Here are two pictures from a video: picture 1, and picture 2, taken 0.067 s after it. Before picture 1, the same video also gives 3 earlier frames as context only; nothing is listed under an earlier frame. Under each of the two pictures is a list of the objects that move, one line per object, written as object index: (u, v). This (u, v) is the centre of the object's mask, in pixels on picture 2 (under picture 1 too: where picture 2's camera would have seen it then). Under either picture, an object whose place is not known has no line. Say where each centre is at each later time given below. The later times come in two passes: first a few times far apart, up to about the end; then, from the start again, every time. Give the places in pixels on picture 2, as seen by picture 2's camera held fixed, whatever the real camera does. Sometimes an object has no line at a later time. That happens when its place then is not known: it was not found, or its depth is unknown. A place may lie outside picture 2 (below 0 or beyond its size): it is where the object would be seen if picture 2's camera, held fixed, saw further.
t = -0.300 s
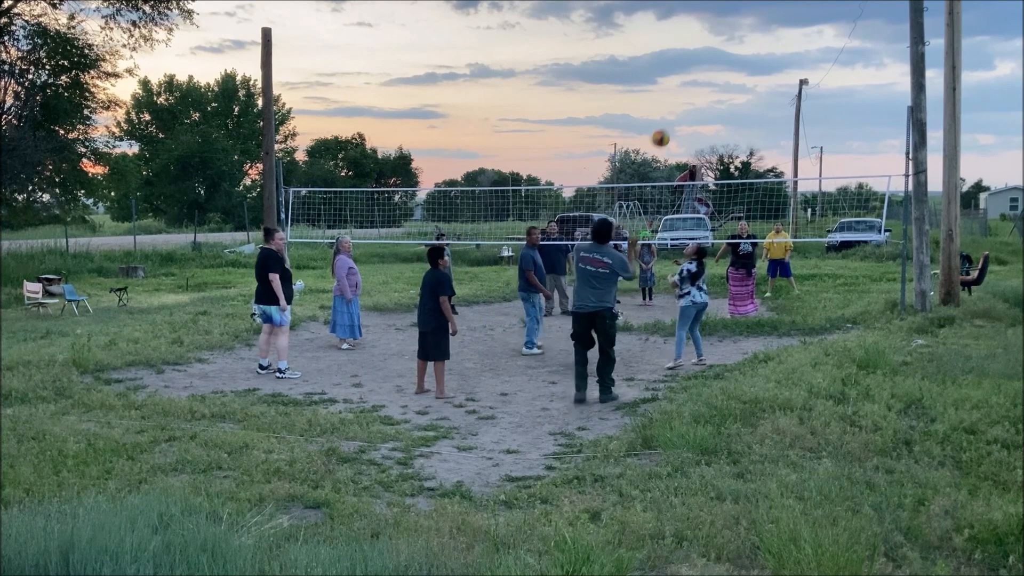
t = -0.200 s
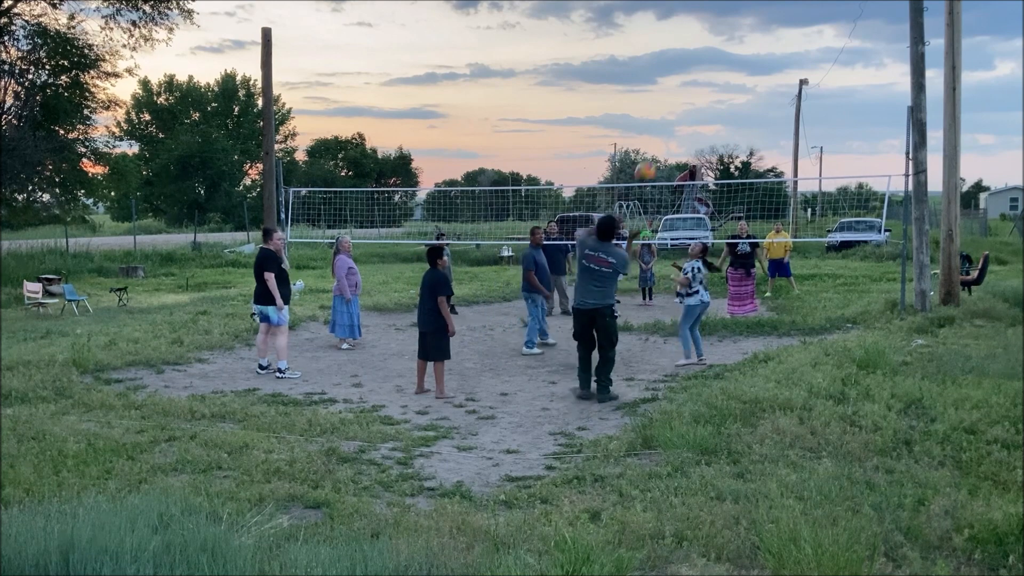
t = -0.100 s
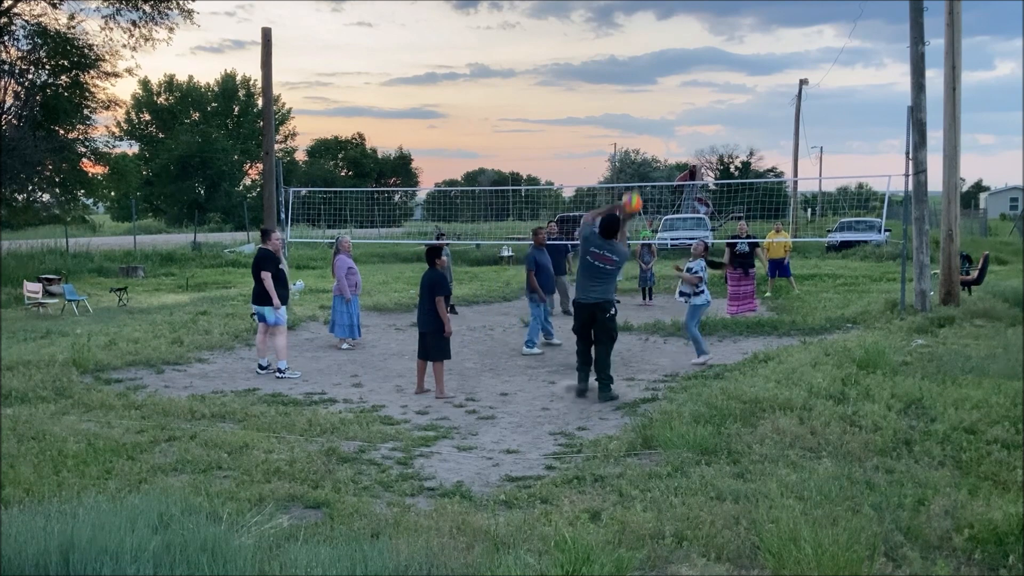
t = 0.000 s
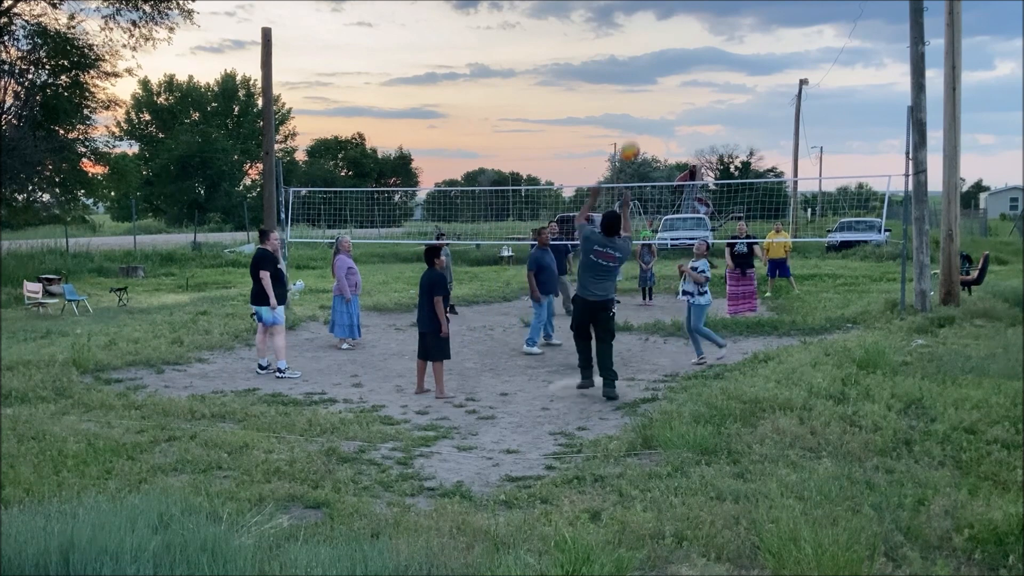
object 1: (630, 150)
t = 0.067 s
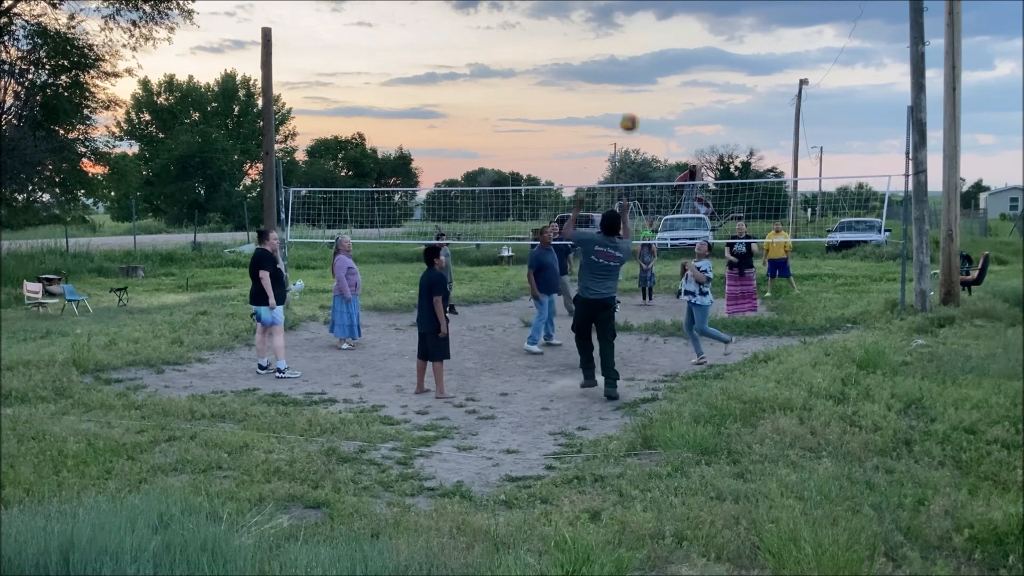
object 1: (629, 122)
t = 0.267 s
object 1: (627, 69)
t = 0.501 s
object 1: (624, 55)
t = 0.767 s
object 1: (622, 91)
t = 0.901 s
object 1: (621, 124)
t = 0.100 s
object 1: (629, 110)
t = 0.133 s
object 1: (628, 100)
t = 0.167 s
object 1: (628, 91)
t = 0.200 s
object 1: (628, 82)
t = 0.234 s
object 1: (627, 75)
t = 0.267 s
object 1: (627, 69)
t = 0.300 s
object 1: (626, 64)
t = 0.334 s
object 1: (626, 60)
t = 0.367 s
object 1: (626, 57)
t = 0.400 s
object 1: (625, 56)
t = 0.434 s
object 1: (625, 55)
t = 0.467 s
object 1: (625, 54)
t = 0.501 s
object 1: (624, 55)
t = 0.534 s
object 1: (624, 57)
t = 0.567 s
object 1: (624, 59)
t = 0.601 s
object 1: (624, 63)
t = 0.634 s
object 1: (624, 67)
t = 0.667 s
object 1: (623, 72)
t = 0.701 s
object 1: (623, 77)
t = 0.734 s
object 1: (622, 84)
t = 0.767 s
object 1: (622, 91)
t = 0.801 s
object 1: (622, 98)
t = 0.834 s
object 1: (621, 106)
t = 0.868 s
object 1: (621, 114)
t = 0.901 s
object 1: (621, 124)
